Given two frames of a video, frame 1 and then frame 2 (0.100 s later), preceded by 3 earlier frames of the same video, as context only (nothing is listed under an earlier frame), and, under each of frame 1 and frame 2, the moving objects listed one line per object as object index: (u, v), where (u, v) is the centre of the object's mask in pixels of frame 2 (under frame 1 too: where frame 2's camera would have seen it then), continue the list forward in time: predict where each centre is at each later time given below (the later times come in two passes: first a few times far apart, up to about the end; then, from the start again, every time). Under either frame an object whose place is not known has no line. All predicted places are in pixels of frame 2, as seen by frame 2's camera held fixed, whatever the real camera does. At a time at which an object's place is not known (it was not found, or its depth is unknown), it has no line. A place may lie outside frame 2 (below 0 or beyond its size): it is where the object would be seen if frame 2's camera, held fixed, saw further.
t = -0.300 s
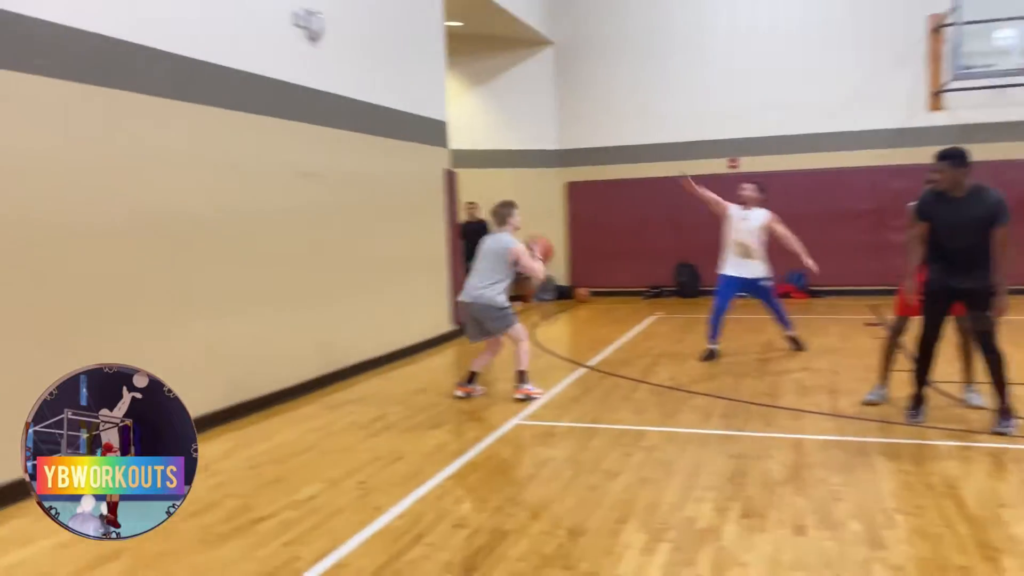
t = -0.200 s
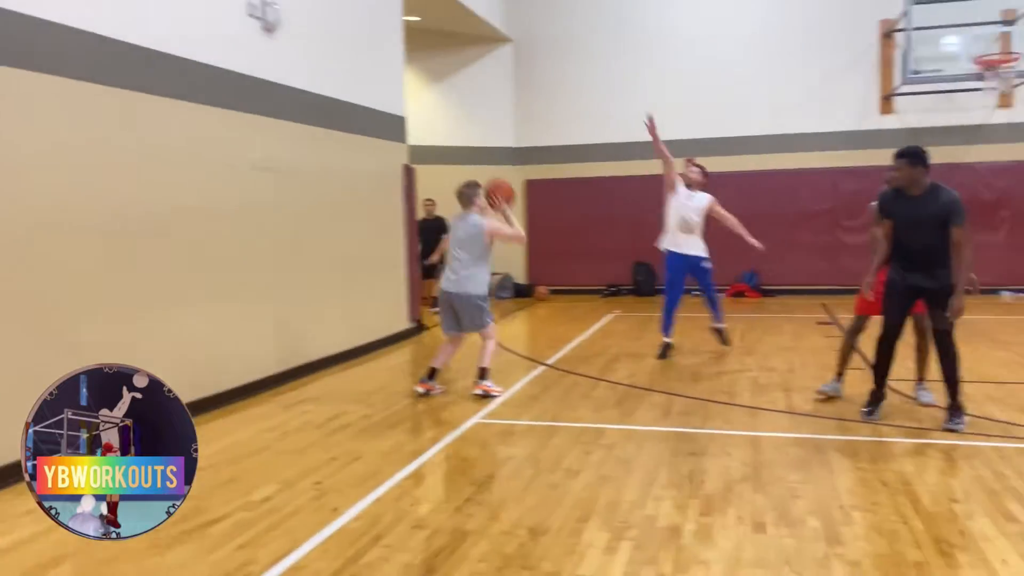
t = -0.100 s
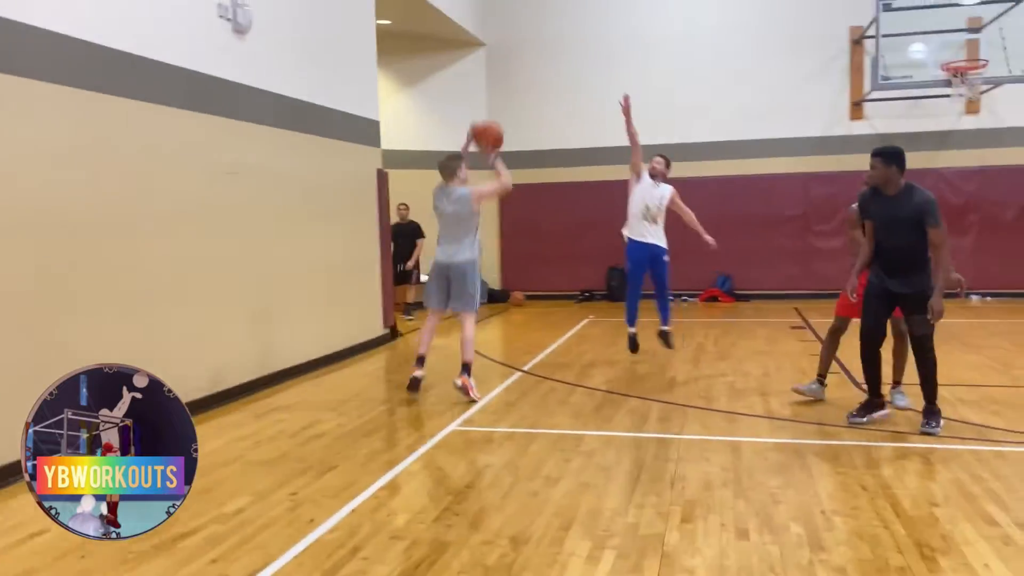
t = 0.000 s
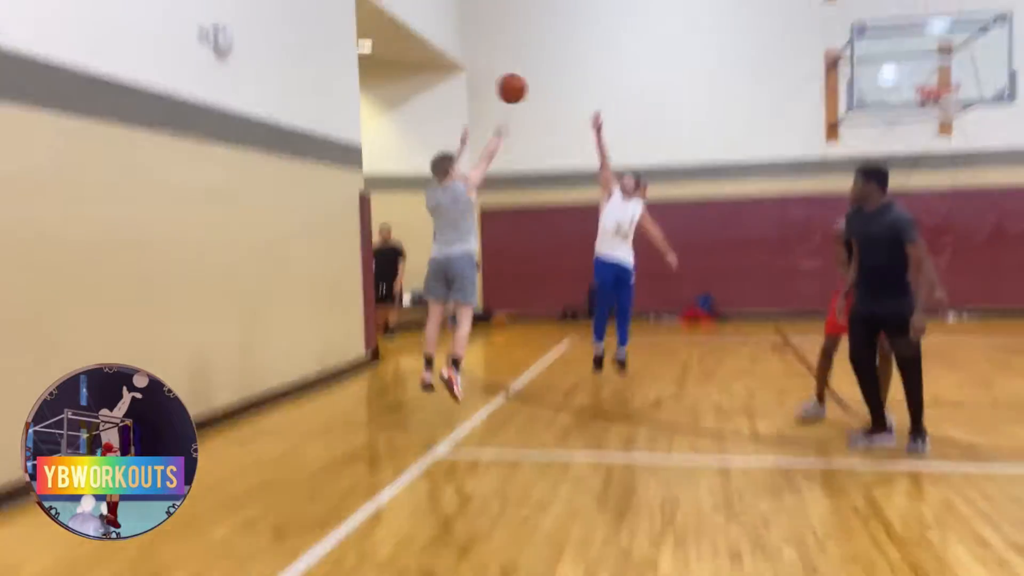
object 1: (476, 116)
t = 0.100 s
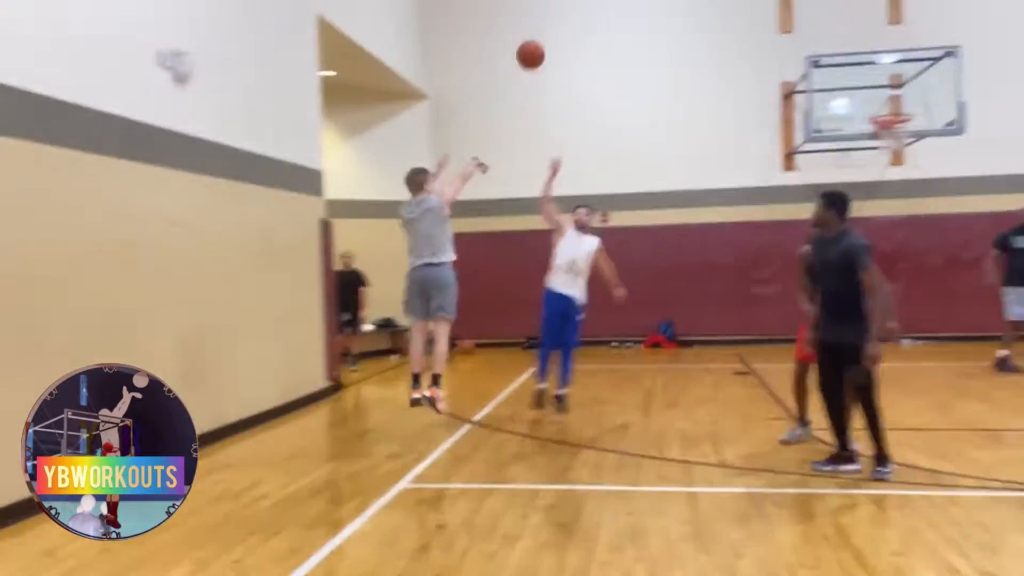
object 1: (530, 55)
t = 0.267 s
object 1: (611, -12)
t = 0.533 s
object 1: (720, -44)
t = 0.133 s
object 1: (547, 38)
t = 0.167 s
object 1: (563, 23)
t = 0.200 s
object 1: (579, 10)
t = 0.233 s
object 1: (595, -1)
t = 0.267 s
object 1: (611, -12)
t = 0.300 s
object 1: (626, -20)
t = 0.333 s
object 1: (640, -27)
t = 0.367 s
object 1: (653, -33)
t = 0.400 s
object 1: (667, -37)
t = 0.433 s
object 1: (681, -41)
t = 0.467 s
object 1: (694, -43)
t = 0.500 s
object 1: (707, -44)
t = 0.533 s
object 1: (720, -44)
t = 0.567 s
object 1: (731, -42)
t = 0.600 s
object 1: (743, -39)
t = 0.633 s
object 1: (754, -36)
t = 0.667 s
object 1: (769, -32)
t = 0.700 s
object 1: (781, -28)
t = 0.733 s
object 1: (792, -21)
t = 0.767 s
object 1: (801, -14)
